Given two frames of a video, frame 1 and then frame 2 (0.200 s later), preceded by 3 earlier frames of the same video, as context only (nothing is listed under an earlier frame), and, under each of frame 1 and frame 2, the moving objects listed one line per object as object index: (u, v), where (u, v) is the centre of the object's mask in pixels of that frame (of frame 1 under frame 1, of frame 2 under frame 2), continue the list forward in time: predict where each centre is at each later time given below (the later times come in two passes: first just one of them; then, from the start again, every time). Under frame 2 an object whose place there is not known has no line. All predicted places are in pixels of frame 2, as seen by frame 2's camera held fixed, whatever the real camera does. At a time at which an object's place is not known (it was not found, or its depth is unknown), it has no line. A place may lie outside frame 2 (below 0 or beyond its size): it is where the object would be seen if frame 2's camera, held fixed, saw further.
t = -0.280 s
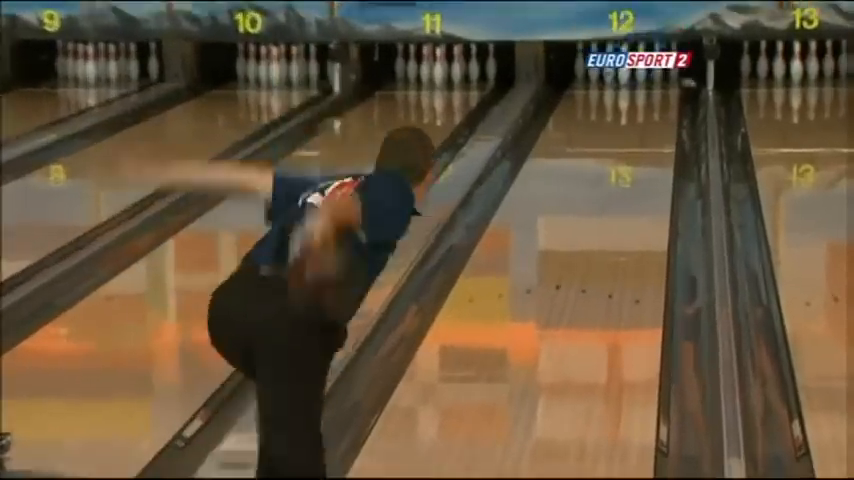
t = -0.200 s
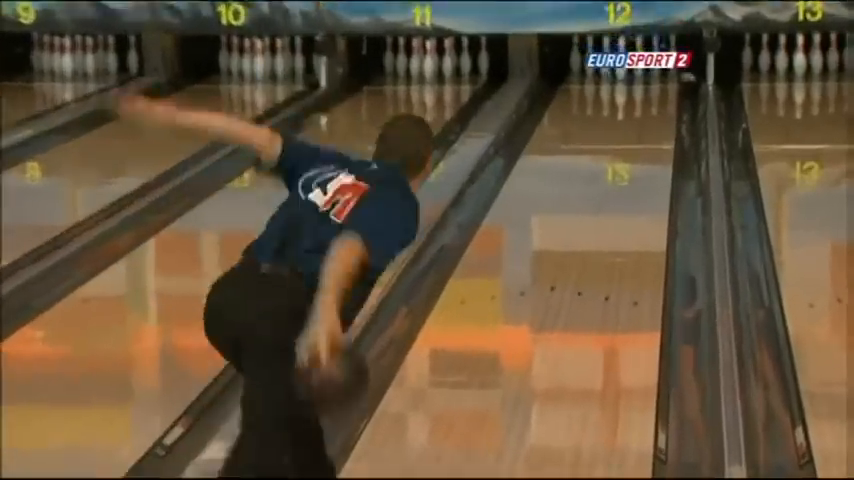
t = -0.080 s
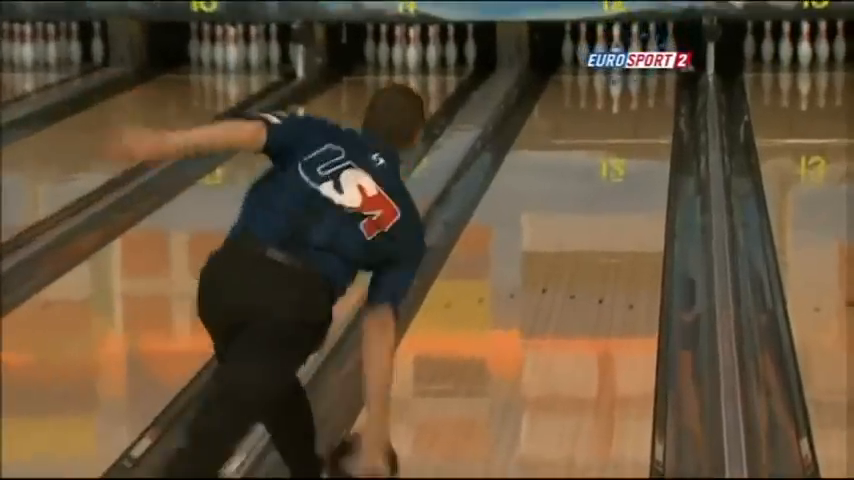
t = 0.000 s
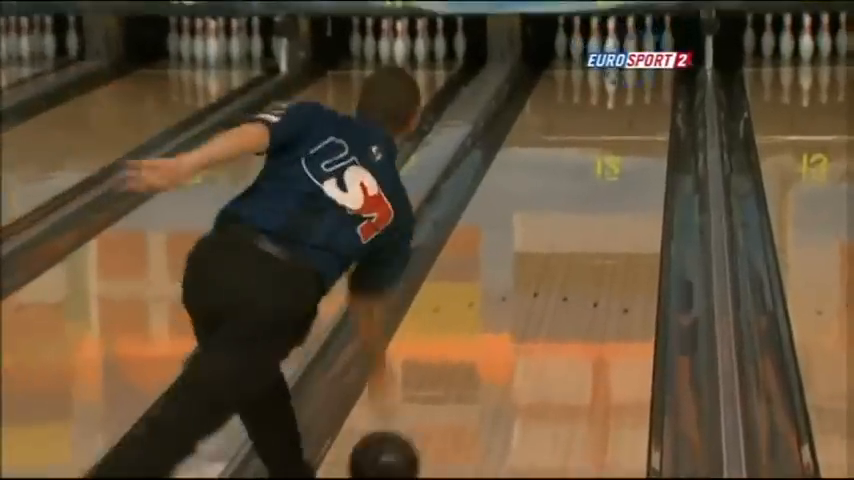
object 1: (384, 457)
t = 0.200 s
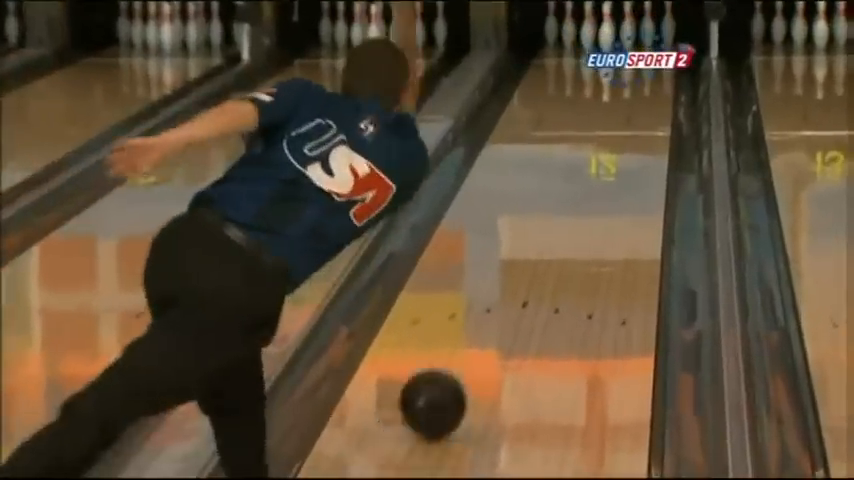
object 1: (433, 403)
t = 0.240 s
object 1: (446, 386)
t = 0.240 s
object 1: (446, 386)
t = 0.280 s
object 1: (457, 369)
